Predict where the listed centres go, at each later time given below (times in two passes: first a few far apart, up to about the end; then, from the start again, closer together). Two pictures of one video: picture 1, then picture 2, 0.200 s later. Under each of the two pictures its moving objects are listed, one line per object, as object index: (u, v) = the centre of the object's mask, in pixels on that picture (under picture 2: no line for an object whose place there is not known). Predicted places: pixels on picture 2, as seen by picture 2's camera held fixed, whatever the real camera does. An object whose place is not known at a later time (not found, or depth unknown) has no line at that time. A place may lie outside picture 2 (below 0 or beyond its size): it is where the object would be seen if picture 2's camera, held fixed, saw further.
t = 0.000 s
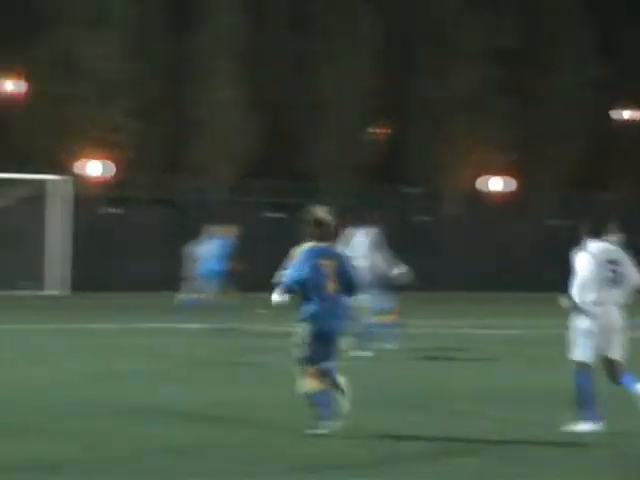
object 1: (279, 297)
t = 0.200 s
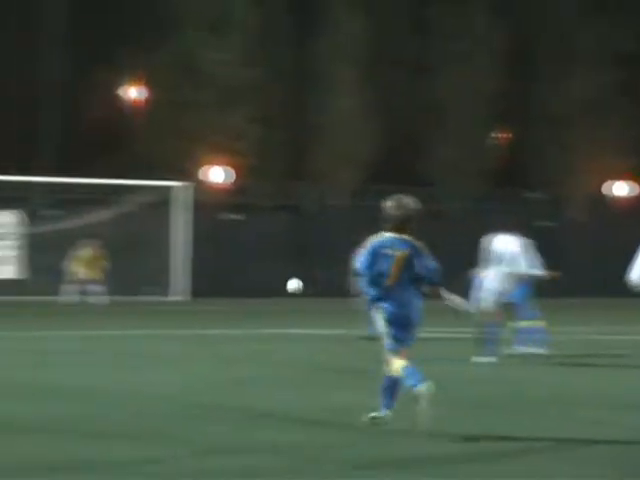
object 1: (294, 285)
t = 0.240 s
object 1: (275, 286)
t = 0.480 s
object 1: (171, 314)
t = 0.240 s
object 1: (275, 286)
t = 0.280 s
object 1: (256, 289)
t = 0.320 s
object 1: (238, 291)
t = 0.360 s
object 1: (221, 295)
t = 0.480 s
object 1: (171, 314)
